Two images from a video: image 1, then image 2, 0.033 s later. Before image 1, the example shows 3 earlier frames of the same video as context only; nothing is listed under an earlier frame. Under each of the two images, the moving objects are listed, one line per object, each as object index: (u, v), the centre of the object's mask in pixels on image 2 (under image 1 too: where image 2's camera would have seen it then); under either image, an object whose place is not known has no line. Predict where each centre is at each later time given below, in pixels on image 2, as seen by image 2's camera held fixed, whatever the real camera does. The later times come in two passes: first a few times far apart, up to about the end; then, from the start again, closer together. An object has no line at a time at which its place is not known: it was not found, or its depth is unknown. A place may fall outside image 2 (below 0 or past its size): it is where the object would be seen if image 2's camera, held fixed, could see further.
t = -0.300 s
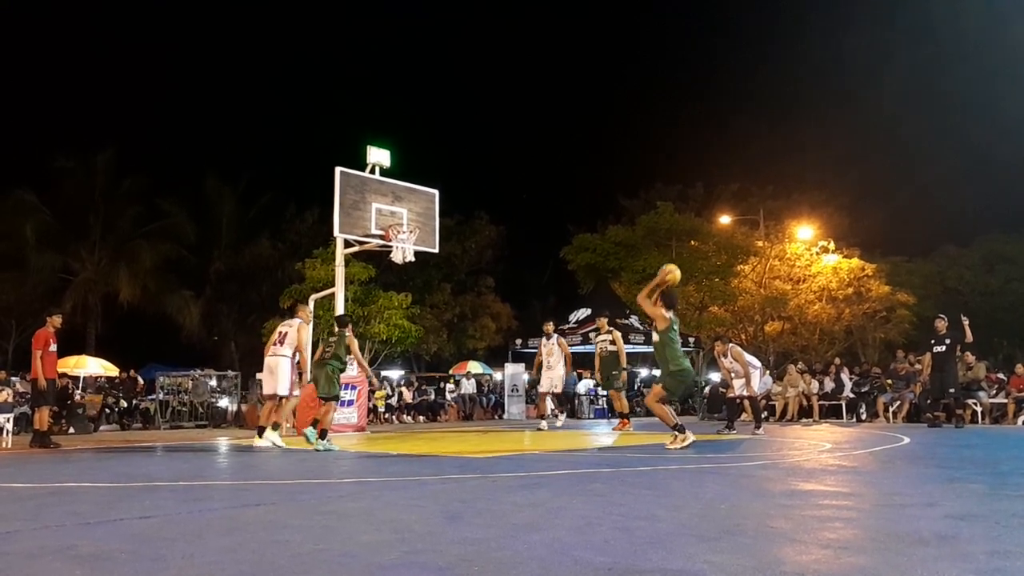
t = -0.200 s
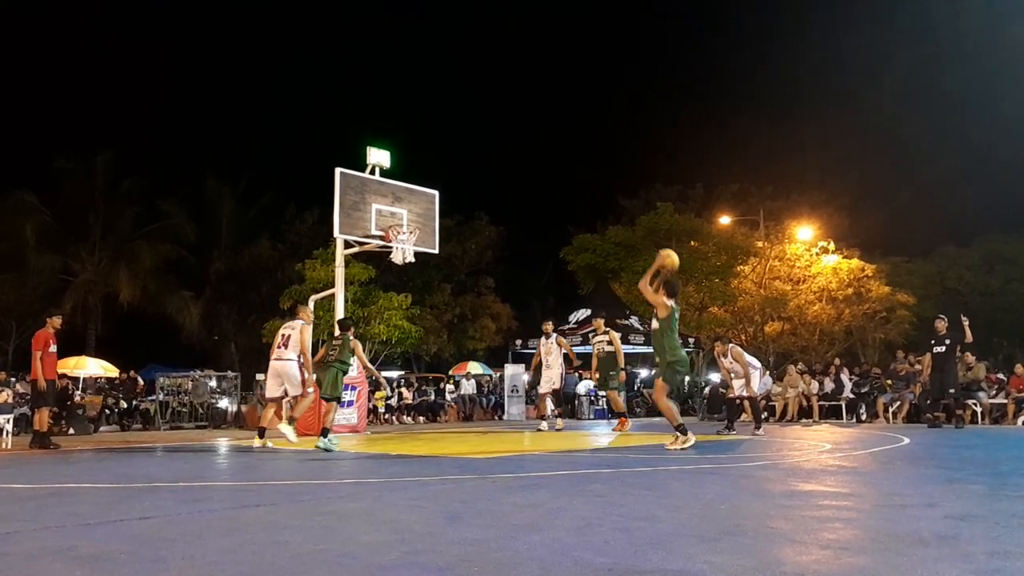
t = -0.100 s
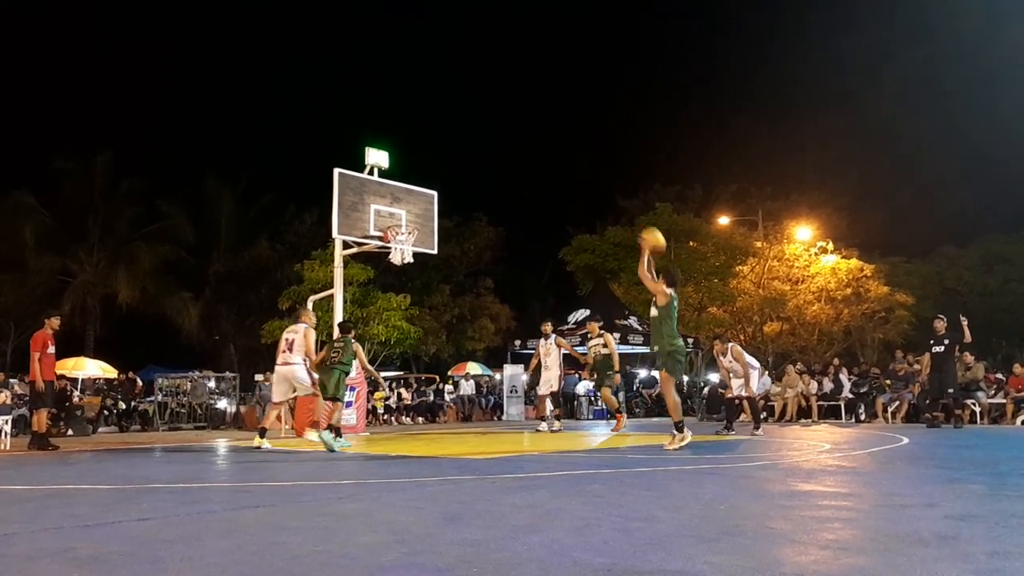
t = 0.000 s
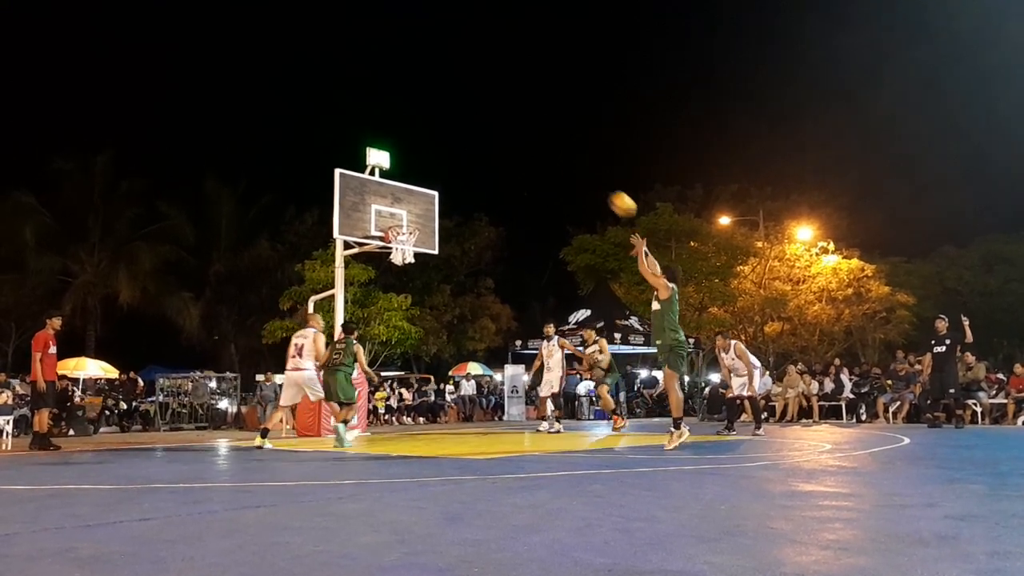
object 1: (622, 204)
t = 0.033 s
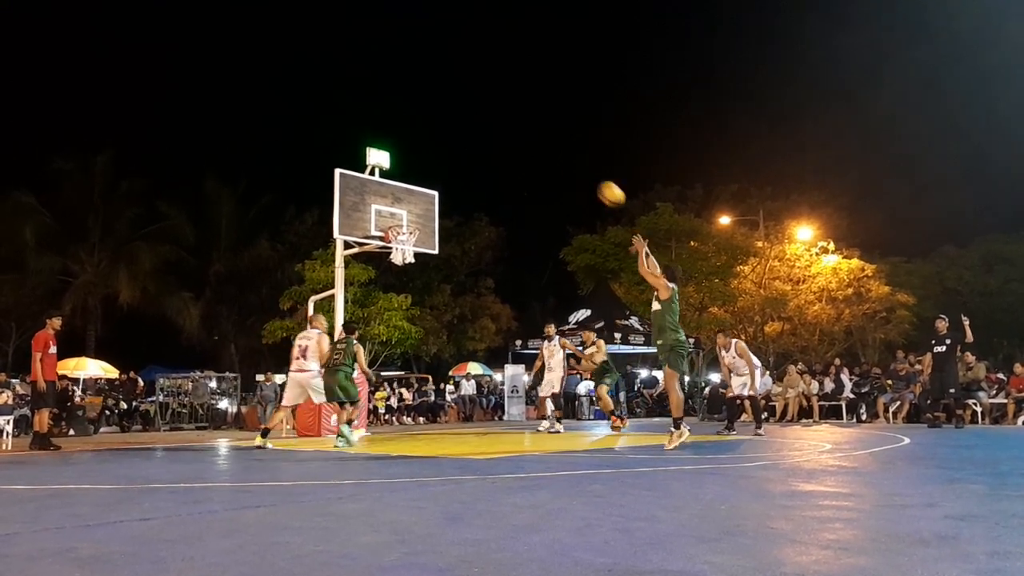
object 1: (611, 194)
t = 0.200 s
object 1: (560, 160)
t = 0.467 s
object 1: (493, 152)
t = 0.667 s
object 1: (452, 177)
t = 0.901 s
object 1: (418, 216)
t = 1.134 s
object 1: (422, 203)
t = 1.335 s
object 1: (427, 218)
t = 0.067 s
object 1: (600, 185)
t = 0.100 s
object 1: (590, 177)
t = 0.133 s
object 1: (579, 171)
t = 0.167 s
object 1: (569, 165)
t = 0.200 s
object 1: (560, 160)
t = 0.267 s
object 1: (542, 153)
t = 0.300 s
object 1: (533, 151)
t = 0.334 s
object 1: (525, 149)
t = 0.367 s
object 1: (517, 149)
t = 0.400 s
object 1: (509, 149)
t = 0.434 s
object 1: (501, 150)
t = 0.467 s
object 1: (493, 152)
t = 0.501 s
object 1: (486, 155)
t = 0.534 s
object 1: (479, 158)
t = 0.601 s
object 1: (465, 166)
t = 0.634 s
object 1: (458, 172)
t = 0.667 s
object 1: (452, 177)
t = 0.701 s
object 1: (445, 183)
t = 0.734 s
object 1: (440, 189)
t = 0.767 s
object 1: (434, 197)
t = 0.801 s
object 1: (428, 206)
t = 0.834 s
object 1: (422, 214)
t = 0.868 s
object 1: (417, 220)
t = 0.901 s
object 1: (418, 216)
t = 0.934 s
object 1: (419, 212)
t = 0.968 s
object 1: (419, 209)
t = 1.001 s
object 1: (420, 206)
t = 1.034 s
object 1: (421, 204)
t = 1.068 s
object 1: (421, 203)
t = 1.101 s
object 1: (421, 203)
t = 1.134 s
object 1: (422, 203)
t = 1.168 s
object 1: (423, 204)
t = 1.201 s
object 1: (424, 206)
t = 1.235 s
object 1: (425, 207)
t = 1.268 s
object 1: (426, 211)
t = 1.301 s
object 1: (427, 214)
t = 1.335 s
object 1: (427, 218)
